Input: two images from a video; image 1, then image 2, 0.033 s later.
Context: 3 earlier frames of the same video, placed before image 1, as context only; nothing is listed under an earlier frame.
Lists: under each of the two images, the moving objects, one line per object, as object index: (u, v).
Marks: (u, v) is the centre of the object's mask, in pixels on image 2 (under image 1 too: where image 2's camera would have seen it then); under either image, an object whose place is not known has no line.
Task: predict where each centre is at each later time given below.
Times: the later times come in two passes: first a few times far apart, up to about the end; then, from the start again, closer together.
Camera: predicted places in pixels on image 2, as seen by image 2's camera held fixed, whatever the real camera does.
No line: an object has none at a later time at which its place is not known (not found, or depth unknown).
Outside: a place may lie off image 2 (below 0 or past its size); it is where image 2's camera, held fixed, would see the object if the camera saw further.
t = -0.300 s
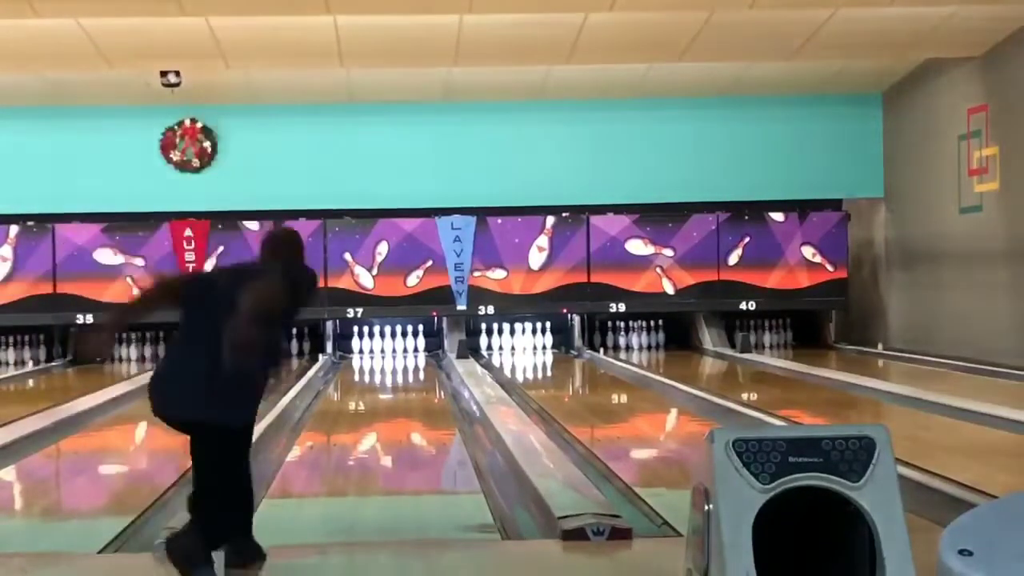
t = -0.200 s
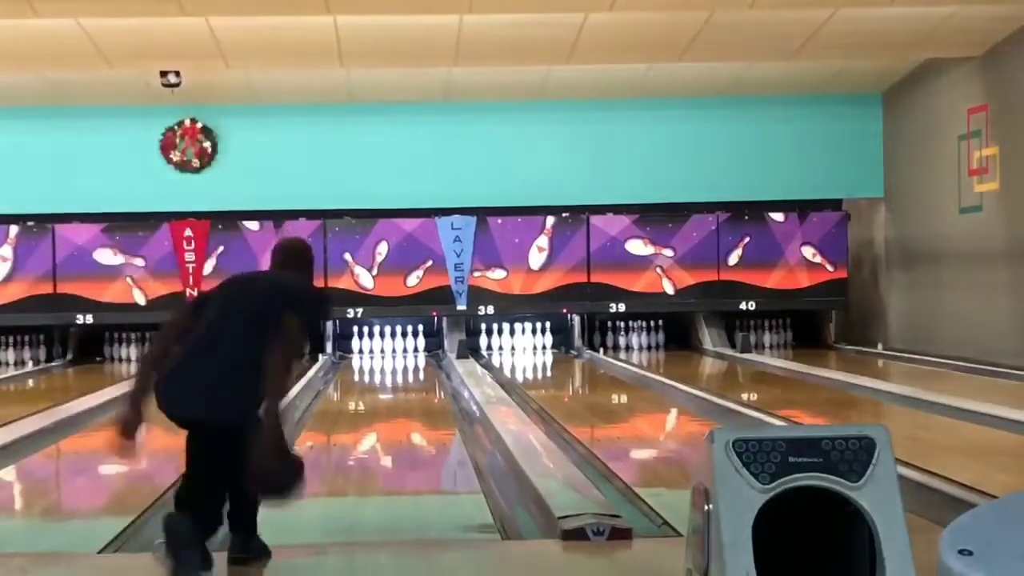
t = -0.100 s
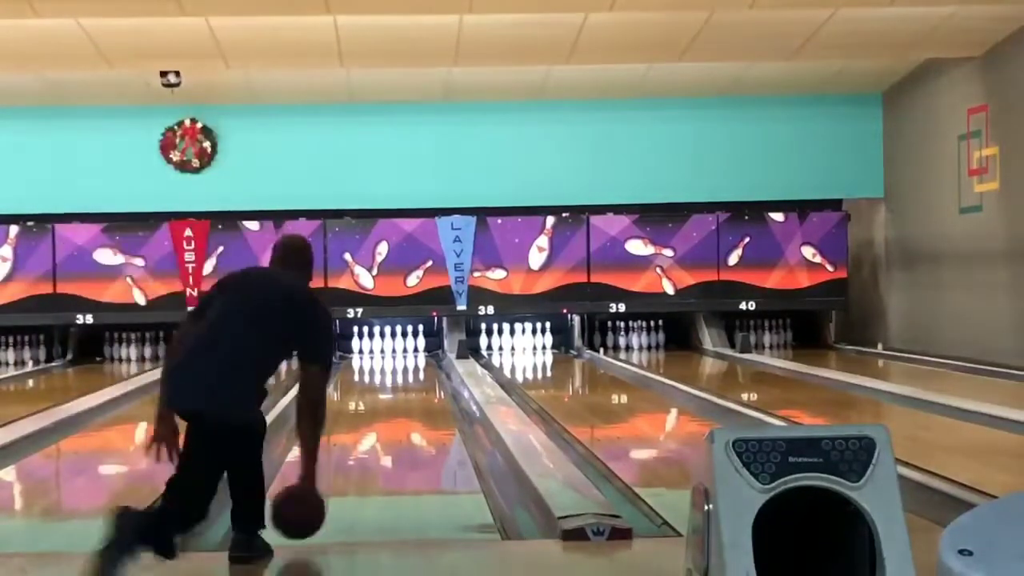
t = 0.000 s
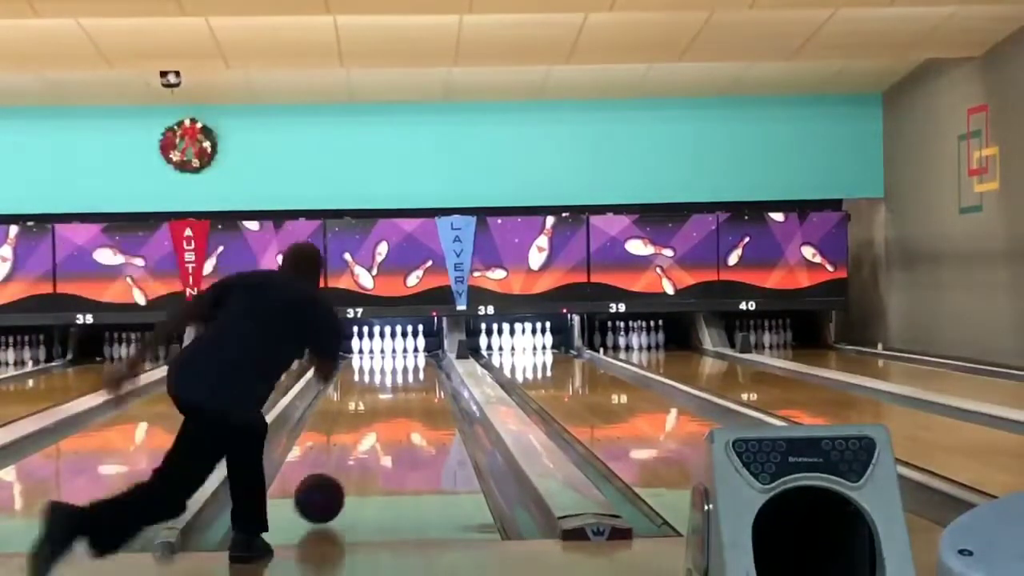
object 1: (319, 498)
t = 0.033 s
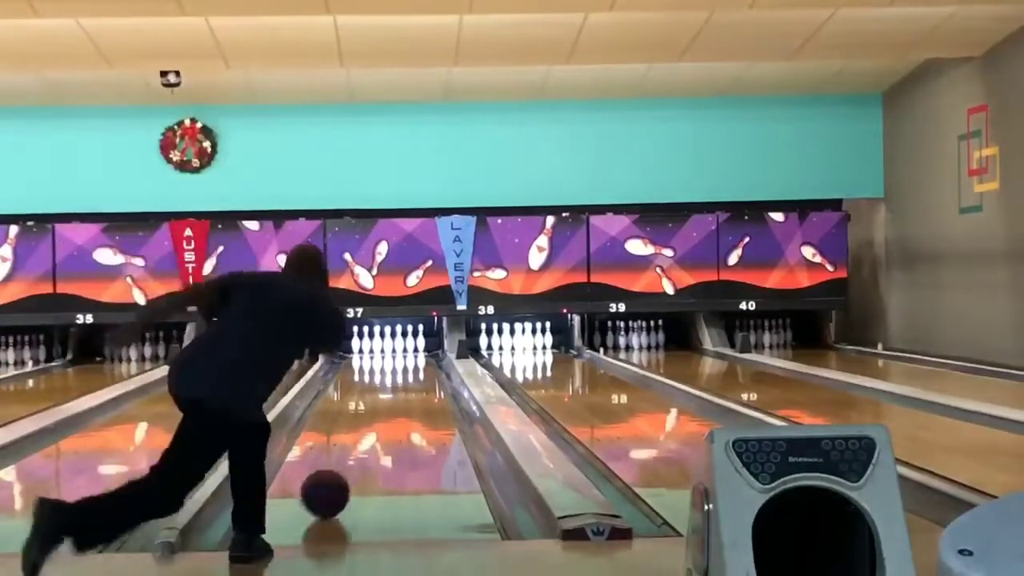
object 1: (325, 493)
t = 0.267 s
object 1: (356, 455)
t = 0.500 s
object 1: (378, 427)
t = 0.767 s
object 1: (395, 406)
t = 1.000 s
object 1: (405, 392)
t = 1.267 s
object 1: (412, 379)
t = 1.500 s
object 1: (415, 370)
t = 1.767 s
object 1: (416, 362)
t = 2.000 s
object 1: (413, 356)
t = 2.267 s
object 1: (403, 351)
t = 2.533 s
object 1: (390, 349)
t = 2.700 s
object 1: (385, 346)
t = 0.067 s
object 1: (330, 487)
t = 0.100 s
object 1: (335, 481)
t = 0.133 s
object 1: (340, 476)
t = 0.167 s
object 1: (345, 469)
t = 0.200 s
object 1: (349, 464)
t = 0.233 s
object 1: (353, 459)
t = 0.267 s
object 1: (356, 455)
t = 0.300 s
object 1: (360, 450)
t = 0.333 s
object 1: (363, 447)
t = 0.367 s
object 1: (366, 442)
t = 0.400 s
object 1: (370, 438)
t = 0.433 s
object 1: (373, 434)
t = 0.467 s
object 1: (375, 431)
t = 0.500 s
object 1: (378, 427)
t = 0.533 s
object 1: (380, 424)
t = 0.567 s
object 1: (383, 421)
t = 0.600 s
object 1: (385, 418)
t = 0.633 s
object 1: (387, 415)
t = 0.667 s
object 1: (389, 413)
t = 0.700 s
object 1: (391, 411)
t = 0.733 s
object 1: (393, 408)
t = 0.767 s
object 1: (395, 406)
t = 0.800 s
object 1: (396, 404)
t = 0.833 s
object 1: (398, 402)
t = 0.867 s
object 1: (399, 400)
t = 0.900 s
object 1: (401, 398)
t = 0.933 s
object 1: (402, 396)
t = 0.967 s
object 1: (403, 394)
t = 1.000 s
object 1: (405, 392)
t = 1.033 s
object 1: (406, 390)
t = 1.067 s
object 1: (407, 388)
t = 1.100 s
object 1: (408, 387)
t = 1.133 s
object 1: (409, 385)
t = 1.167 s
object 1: (409, 384)
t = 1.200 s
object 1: (410, 382)
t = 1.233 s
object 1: (411, 381)
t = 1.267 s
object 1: (412, 379)
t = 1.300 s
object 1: (412, 378)
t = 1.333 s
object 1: (413, 377)
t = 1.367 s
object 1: (413, 375)
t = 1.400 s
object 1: (413, 374)
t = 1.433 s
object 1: (414, 372)
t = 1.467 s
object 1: (414, 371)
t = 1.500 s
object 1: (415, 370)
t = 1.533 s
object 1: (415, 369)
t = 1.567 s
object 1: (415, 368)
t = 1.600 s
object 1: (415, 367)
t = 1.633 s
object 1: (416, 366)
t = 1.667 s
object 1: (416, 365)
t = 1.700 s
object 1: (416, 364)
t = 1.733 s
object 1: (416, 363)
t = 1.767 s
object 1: (416, 362)
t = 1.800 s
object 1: (416, 361)
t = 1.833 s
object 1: (416, 360)
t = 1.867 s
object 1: (415, 359)
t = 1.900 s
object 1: (415, 359)
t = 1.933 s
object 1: (414, 358)
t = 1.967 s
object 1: (413, 357)
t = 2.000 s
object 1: (413, 356)
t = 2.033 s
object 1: (411, 355)
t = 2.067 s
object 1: (410, 354)
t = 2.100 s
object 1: (409, 354)
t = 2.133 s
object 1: (409, 353)
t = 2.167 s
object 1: (407, 353)
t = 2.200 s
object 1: (406, 352)
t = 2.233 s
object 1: (405, 351)
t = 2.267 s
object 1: (403, 351)
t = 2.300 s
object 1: (401, 351)
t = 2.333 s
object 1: (400, 350)
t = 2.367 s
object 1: (398, 350)
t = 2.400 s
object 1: (397, 349)
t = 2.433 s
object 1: (395, 349)
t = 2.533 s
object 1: (390, 349)
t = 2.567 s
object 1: (389, 349)
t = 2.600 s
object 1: (389, 347)
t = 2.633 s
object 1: (388, 347)
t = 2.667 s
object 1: (387, 346)
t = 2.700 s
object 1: (385, 346)
